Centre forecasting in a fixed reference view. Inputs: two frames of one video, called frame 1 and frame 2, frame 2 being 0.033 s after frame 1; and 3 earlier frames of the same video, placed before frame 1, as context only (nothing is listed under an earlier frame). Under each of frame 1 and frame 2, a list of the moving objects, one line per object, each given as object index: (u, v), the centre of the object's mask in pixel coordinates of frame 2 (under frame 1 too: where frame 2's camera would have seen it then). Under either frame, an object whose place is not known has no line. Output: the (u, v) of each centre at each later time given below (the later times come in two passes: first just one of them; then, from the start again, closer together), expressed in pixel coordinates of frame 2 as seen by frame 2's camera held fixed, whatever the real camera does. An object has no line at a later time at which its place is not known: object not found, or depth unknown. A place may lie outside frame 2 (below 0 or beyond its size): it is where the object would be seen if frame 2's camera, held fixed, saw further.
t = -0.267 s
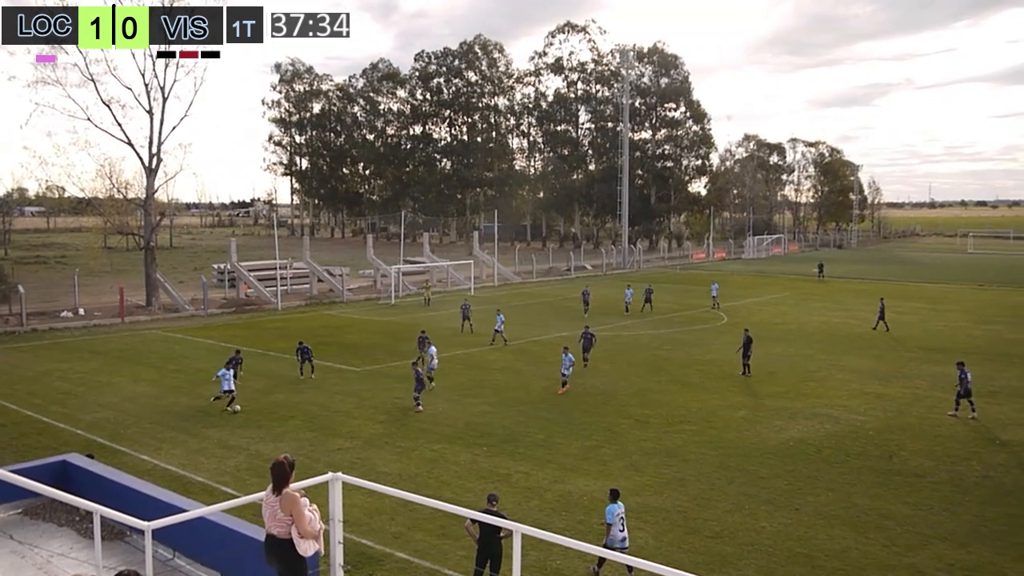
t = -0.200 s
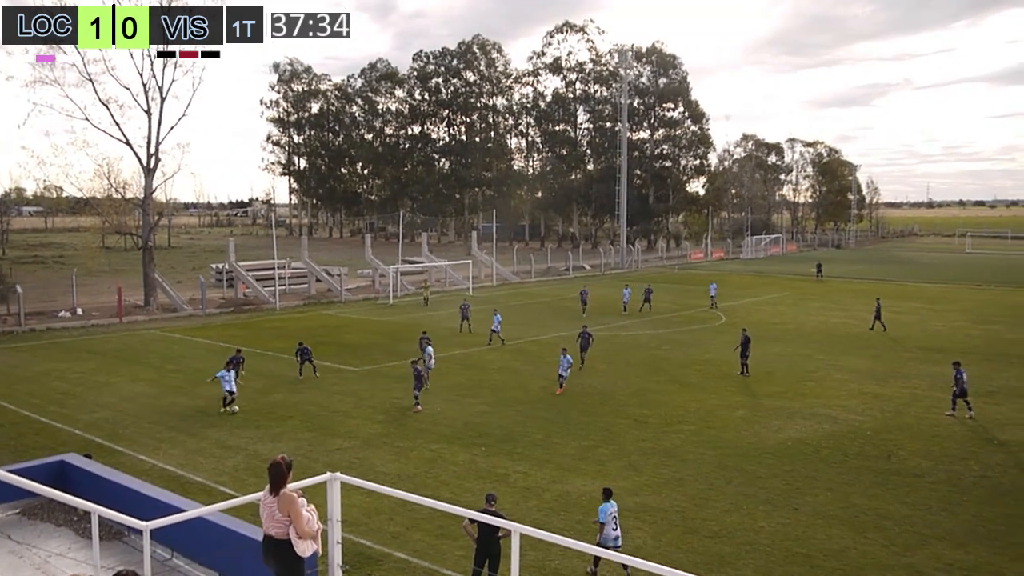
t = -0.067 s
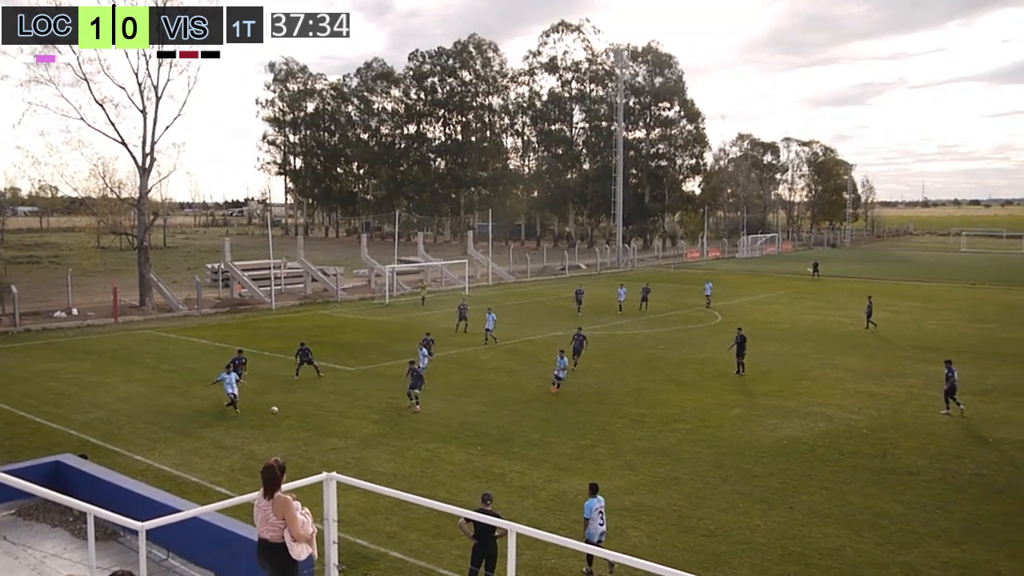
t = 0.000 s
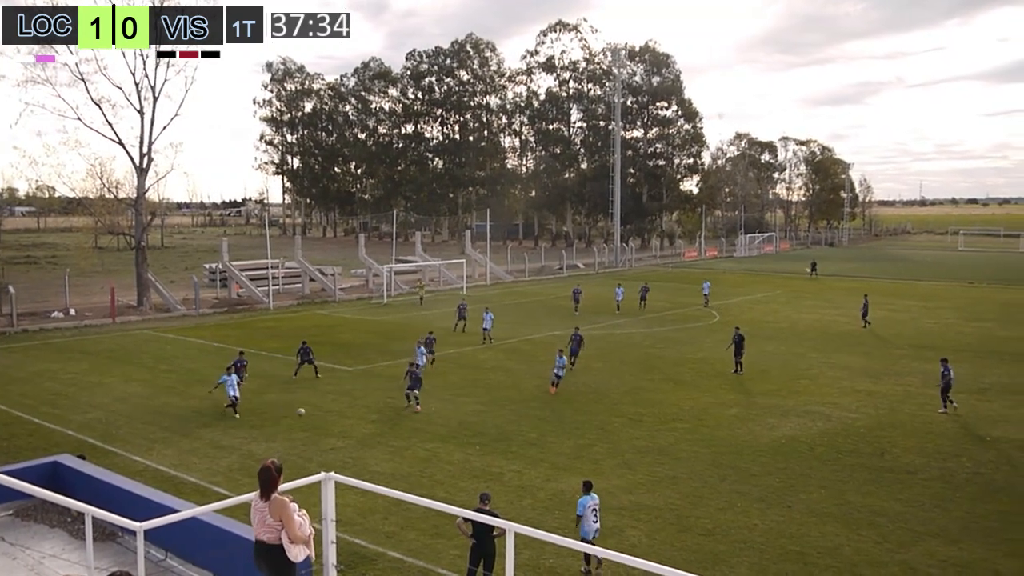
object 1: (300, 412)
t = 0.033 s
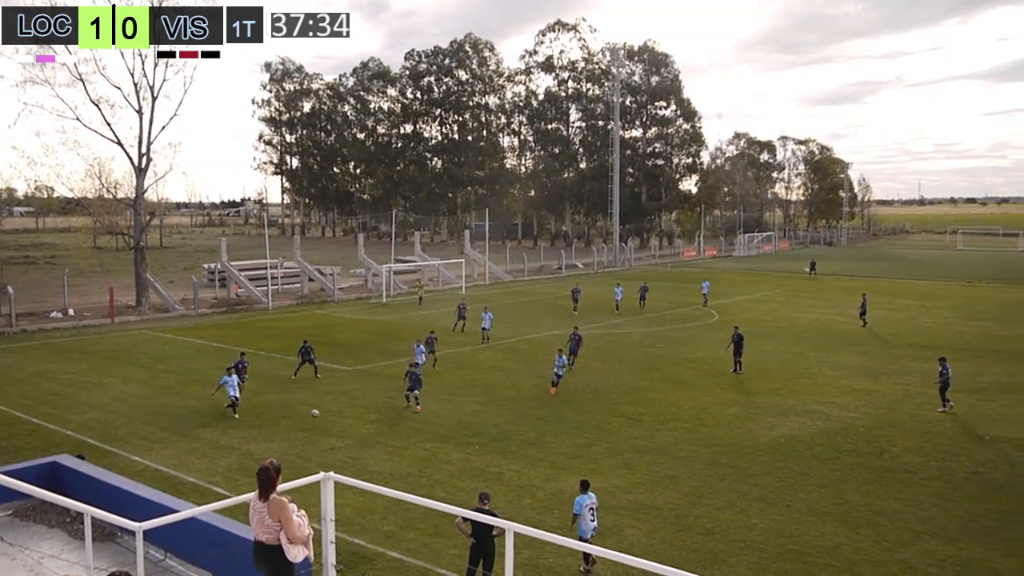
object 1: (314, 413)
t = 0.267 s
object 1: (423, 433)
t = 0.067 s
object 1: (329, 415)
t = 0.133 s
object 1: (360, 419)
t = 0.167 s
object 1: (376, 422)
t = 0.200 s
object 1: (392, 426)
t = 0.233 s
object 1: (408, 430)
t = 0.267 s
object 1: (423, 433)
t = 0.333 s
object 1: (448, 431)
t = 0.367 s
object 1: (461, 431)
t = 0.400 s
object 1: (474, 431)
